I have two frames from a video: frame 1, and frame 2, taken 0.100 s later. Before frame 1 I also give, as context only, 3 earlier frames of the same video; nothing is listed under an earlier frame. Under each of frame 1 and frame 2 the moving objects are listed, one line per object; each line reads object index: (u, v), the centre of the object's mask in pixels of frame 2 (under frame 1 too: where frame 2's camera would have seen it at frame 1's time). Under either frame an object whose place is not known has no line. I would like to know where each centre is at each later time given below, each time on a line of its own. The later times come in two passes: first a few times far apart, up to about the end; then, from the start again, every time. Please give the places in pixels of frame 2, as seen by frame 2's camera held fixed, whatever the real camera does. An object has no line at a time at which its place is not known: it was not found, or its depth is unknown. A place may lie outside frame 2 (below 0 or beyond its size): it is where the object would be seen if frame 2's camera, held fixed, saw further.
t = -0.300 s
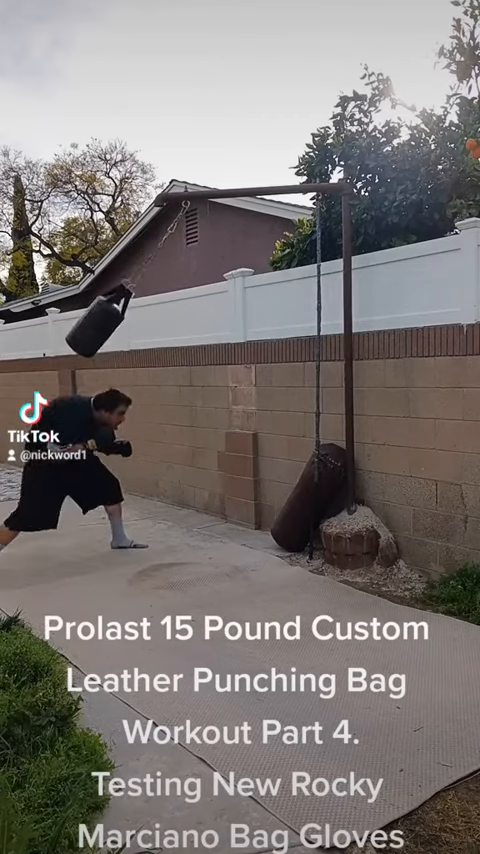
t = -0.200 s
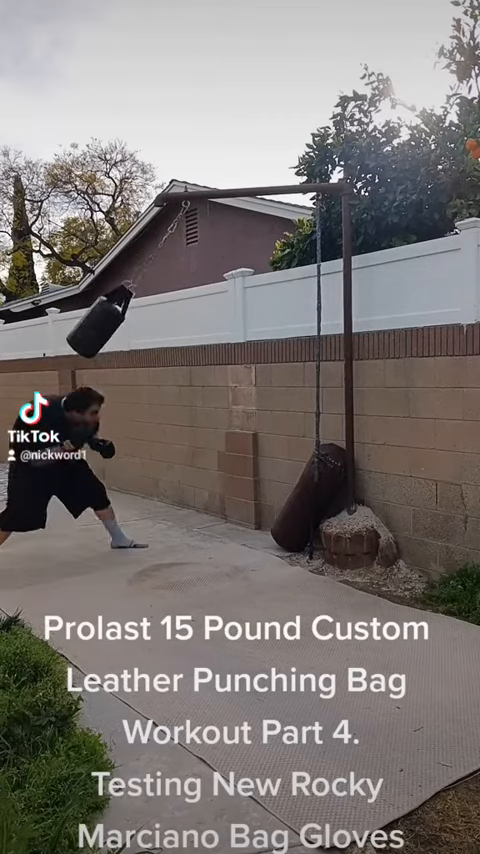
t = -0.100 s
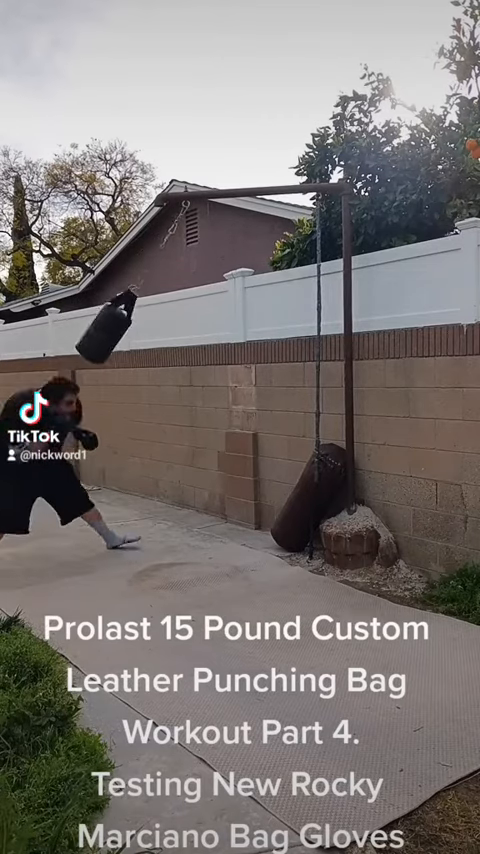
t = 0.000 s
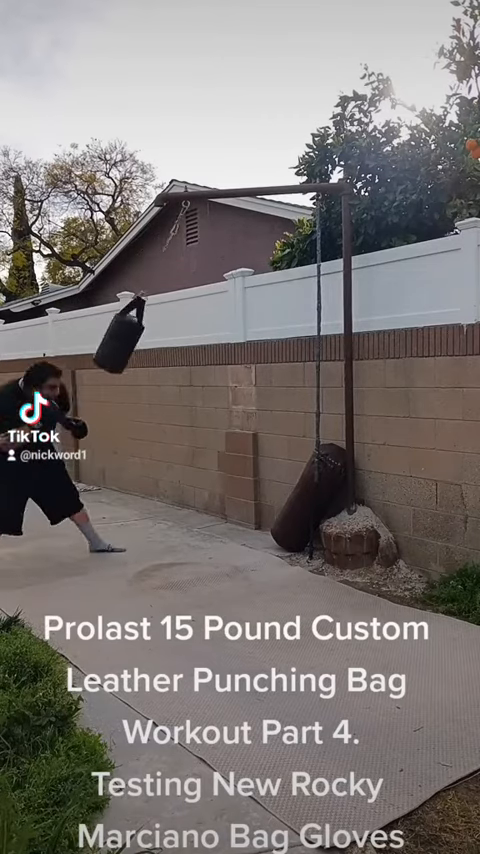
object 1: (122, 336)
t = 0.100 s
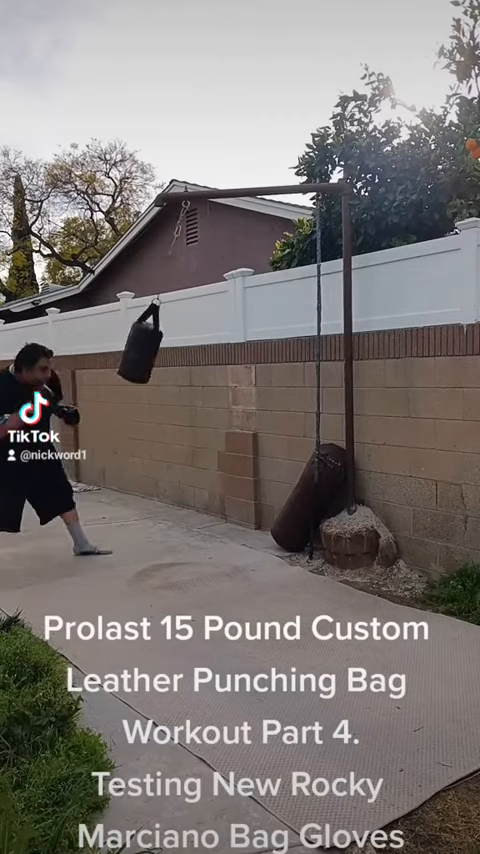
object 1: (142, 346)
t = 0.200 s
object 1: (168, 351)
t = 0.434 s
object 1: (230, 343)
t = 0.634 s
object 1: (266, 323)
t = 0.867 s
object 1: (277, 316)
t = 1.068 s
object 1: (258, 330)
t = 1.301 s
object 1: (205, 352)
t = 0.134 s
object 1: (150, 347)
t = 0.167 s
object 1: (159, 350)
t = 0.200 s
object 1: (168, 351)
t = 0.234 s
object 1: (177, 351)
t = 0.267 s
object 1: (186, 351)
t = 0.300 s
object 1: (195, 351)
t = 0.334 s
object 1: (204, 349)
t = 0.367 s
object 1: (213, 348)
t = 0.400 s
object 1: (222, 346)
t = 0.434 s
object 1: (230, 343)
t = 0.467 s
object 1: (238, 340)
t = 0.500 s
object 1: (245, 337)
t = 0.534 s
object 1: (251, 333)
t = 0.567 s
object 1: (256, 329)
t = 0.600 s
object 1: (261, 326)
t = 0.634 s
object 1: (266, 323)
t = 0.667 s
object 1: (270, 320)
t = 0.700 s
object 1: (272, 318)
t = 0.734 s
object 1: (275, 317)
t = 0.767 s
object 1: (276, 315)
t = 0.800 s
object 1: (277, 315)
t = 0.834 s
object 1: (277, 315)
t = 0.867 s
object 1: (277, 316)
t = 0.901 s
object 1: (276, 317)
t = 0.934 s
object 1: (275, 320)
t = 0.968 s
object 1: (271, 321)
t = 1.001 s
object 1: (267, 323)
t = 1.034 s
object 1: (264, 328)
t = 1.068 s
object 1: (258, 330)
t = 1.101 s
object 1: (253, 334)
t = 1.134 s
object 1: (246, 338)
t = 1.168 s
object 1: (239, 342)
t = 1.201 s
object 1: (231, 345)
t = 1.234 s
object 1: (222, 348)
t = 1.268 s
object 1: (214, 350)
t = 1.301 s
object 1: (205, 352)
